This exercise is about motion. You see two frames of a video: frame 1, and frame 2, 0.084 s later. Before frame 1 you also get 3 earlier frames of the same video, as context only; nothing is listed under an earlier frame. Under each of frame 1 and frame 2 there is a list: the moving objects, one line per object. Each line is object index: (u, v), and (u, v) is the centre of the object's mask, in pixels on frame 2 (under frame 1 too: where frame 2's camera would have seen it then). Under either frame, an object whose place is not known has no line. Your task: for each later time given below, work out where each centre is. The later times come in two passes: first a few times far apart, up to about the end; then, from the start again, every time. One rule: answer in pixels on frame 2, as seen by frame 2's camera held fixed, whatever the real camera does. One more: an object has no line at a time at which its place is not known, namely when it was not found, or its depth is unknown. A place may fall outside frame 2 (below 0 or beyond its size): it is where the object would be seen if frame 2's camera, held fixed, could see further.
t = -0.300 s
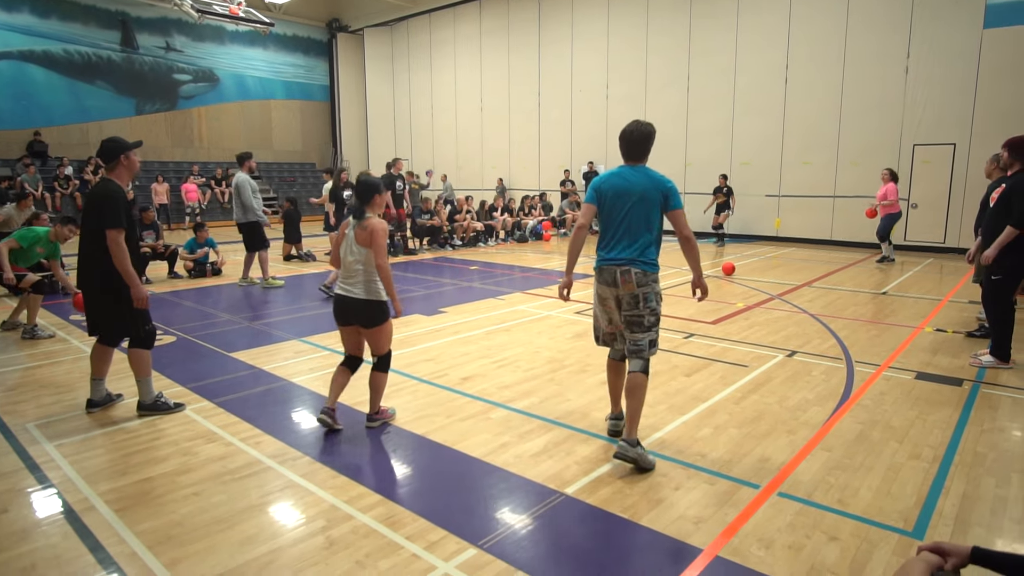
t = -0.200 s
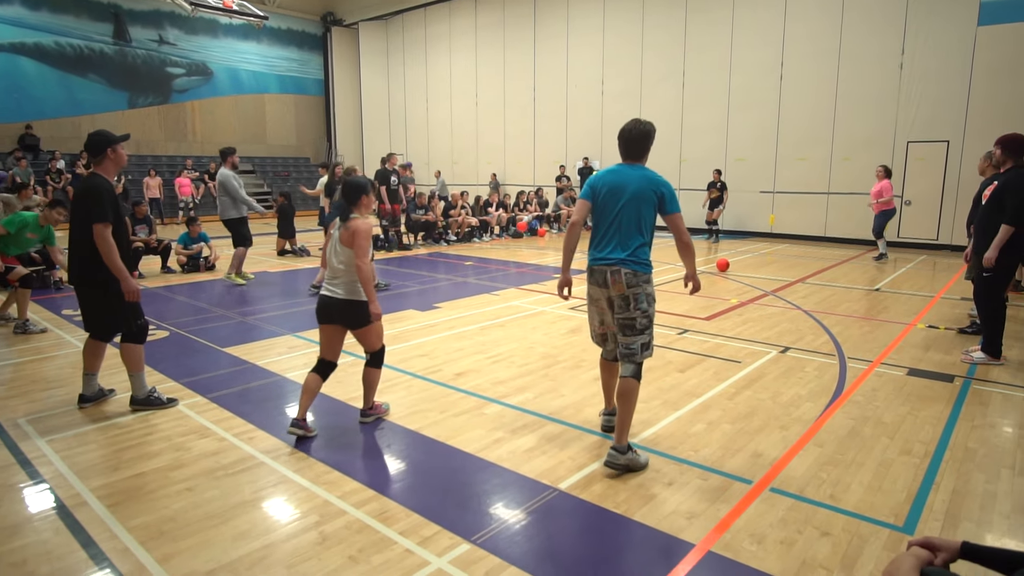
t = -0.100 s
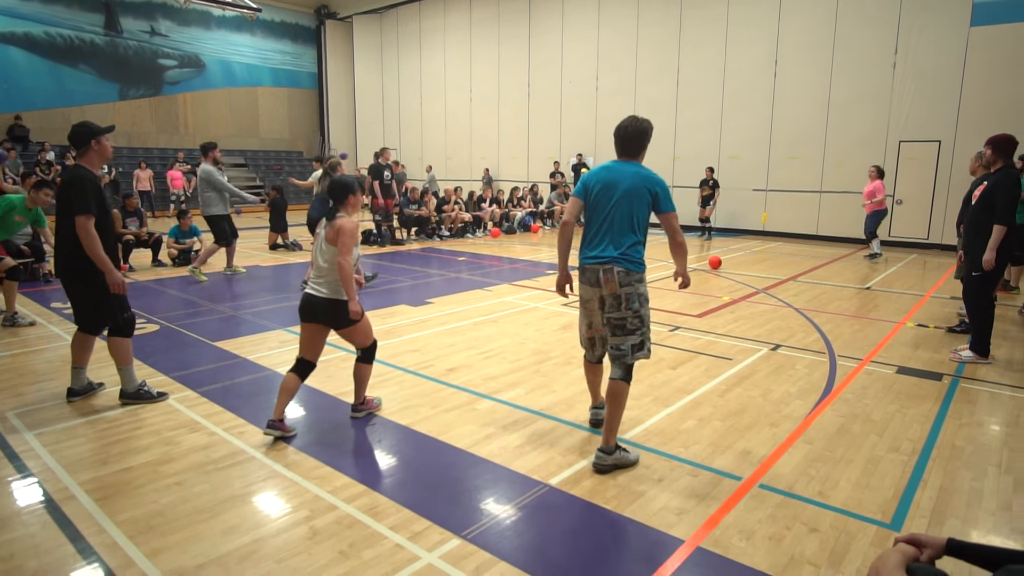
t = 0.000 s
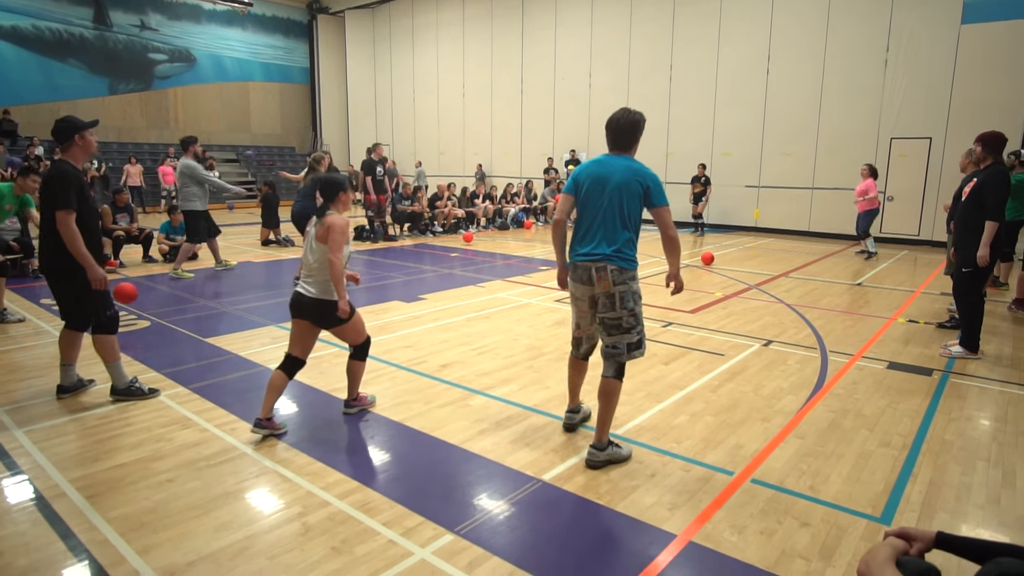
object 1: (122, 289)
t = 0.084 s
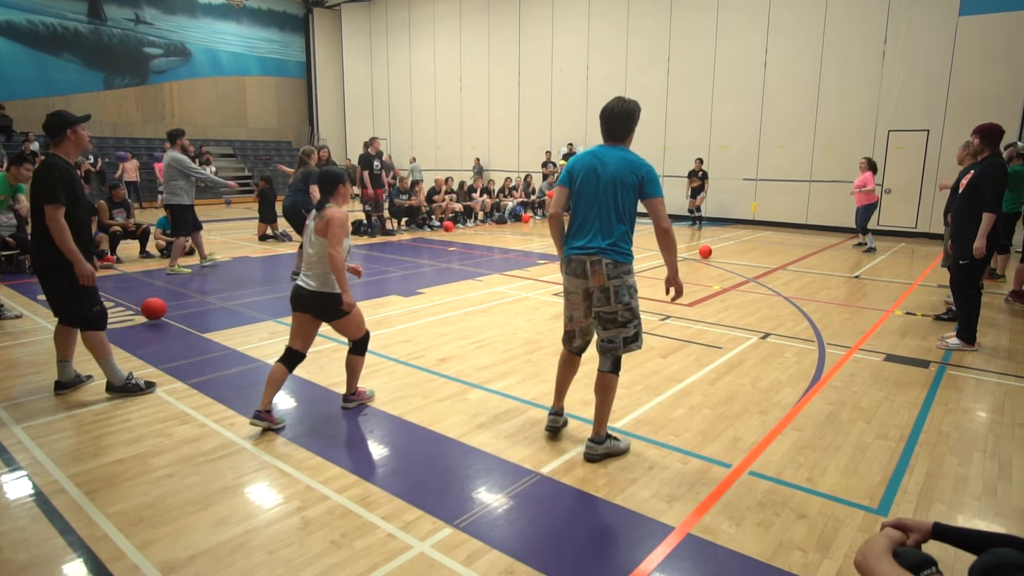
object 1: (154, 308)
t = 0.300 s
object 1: (208, 313)
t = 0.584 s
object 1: (292, 344)
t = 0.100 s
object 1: (160, 314)
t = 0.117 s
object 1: (166, 315)
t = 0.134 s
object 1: (169, 314)
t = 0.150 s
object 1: (172, 313)
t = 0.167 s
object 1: (176, 311)
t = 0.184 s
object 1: (180, 310)
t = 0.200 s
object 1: (183, 310)
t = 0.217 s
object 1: (187, 309)
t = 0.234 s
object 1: (191, 309)
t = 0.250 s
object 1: (196, 310)
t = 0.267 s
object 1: (200, 310)
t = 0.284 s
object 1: (204, 311)
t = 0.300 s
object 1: (208, 313)
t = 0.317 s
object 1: (213, 314)
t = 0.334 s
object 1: (217, 316)
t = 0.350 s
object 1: (222, 319)
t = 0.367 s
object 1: (227, 322)
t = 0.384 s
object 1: (232, 325)
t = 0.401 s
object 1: (236, 328)
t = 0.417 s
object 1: (241, 332)
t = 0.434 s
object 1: (246, 336)
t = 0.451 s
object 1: (252, 341)
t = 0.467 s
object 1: (257, 345)
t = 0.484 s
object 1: (262, 345)
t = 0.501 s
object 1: (267, 343)
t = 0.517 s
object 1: (272, 343)
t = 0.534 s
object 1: (277, 343)
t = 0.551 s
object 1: (283, 343)
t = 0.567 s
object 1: (288, 344)
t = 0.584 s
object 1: (292, 344)
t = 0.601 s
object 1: (295, 344)
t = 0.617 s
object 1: (297, 345)
